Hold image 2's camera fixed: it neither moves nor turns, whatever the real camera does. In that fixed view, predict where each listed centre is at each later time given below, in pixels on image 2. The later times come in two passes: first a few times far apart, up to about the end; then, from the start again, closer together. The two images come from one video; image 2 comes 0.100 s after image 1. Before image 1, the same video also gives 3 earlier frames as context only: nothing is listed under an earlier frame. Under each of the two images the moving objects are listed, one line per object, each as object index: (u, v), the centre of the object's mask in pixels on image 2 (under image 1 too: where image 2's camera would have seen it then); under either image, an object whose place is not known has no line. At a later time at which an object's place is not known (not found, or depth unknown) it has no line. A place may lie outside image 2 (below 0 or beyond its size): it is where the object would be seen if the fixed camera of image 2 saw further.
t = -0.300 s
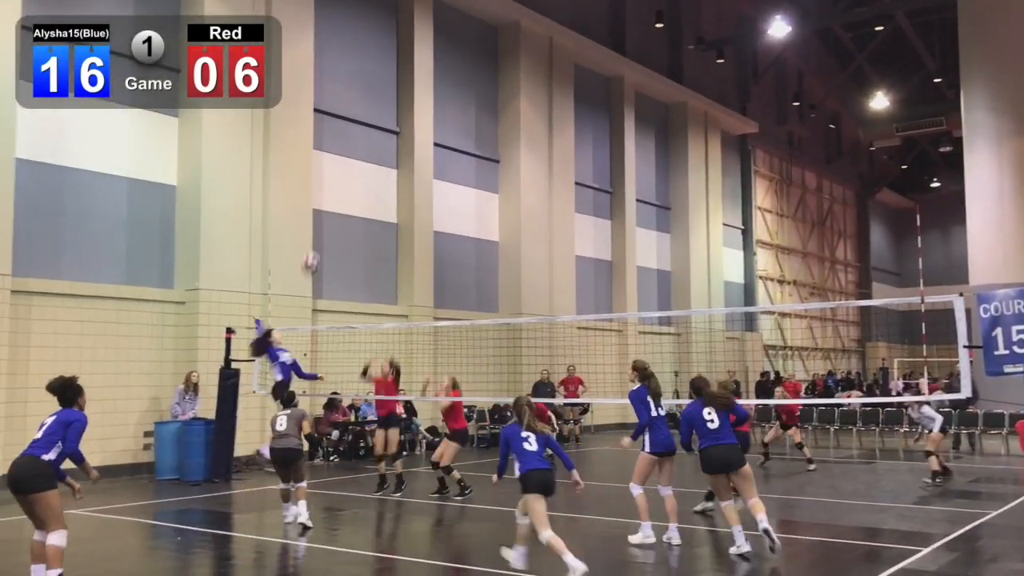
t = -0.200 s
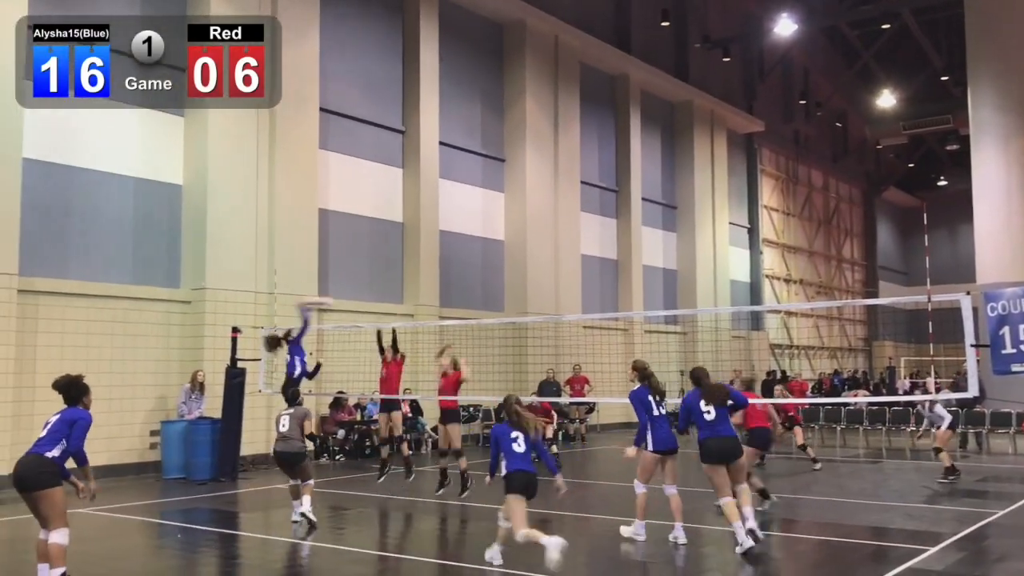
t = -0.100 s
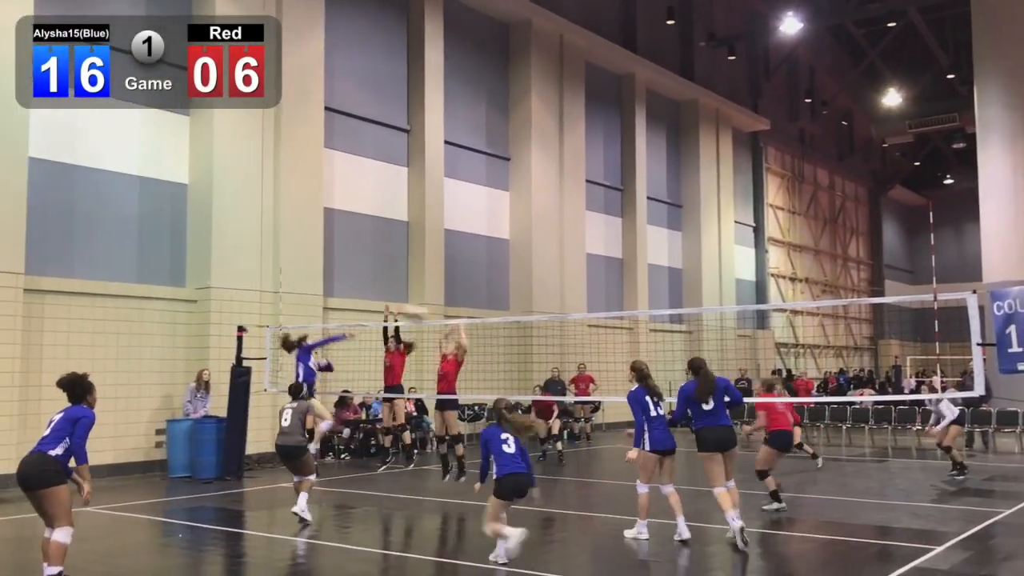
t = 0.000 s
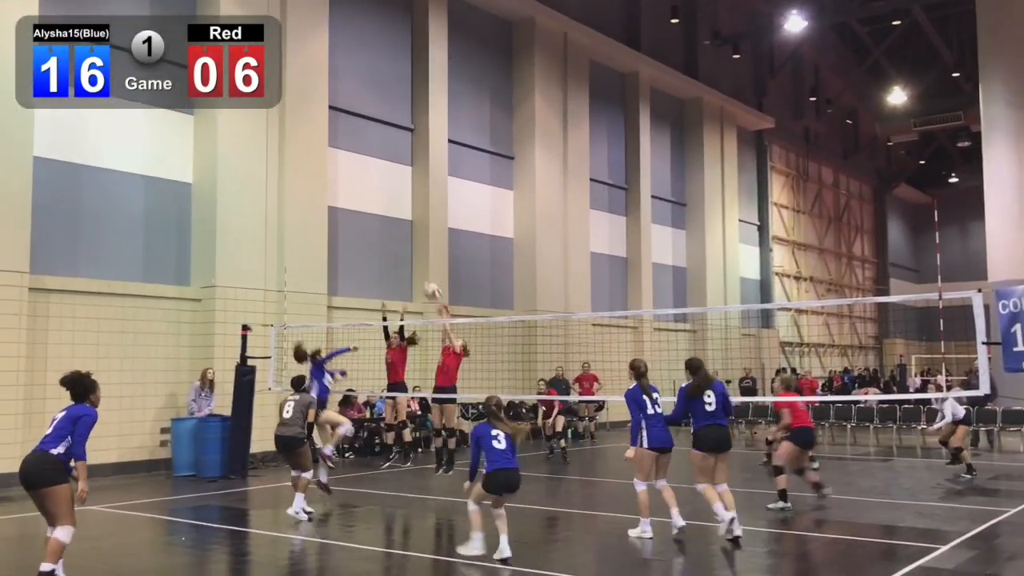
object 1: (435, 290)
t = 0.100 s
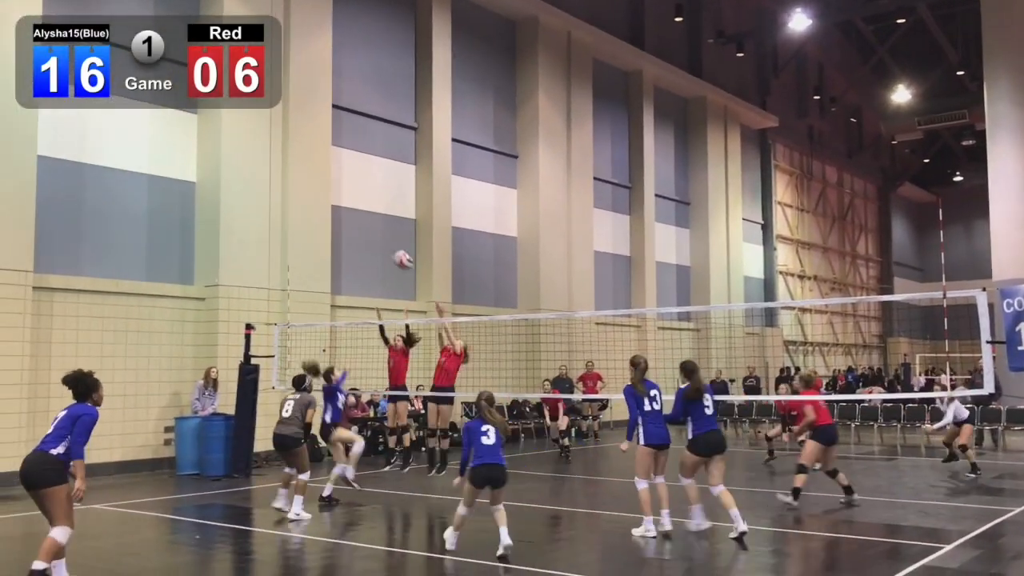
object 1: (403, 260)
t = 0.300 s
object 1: (332, 217)
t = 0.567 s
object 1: (228, 202)
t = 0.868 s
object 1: (86, 263)
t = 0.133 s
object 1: (391, 250)
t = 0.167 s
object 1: (380, 243)
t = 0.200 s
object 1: (368, 235)
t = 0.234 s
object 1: (357, 228)
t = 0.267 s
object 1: (345, 222)
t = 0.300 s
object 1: (332, 217)
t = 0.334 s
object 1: (320, 212)
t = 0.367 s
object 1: (308, 208)
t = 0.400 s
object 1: (296, 205)
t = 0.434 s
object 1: (282, 203)
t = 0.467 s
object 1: (269, 201)
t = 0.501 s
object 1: (255, 201)
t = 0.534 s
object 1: (242, 201)
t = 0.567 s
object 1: (228, 202)
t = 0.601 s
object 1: (213, 204)
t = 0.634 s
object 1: (199, 208)
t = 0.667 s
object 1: (184, 211)
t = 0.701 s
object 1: (169, 217)
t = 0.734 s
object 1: (153, 224)
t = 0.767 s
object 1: (137, 232)
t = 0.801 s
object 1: (121, 241)
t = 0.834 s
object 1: (103, 252)
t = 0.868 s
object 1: (86, 263)
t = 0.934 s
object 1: (48, 293)
